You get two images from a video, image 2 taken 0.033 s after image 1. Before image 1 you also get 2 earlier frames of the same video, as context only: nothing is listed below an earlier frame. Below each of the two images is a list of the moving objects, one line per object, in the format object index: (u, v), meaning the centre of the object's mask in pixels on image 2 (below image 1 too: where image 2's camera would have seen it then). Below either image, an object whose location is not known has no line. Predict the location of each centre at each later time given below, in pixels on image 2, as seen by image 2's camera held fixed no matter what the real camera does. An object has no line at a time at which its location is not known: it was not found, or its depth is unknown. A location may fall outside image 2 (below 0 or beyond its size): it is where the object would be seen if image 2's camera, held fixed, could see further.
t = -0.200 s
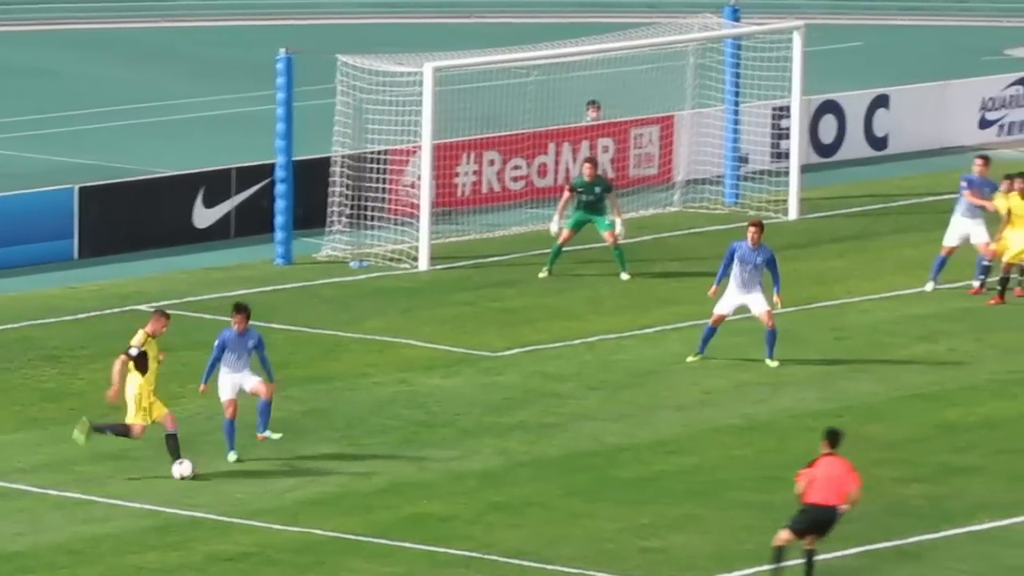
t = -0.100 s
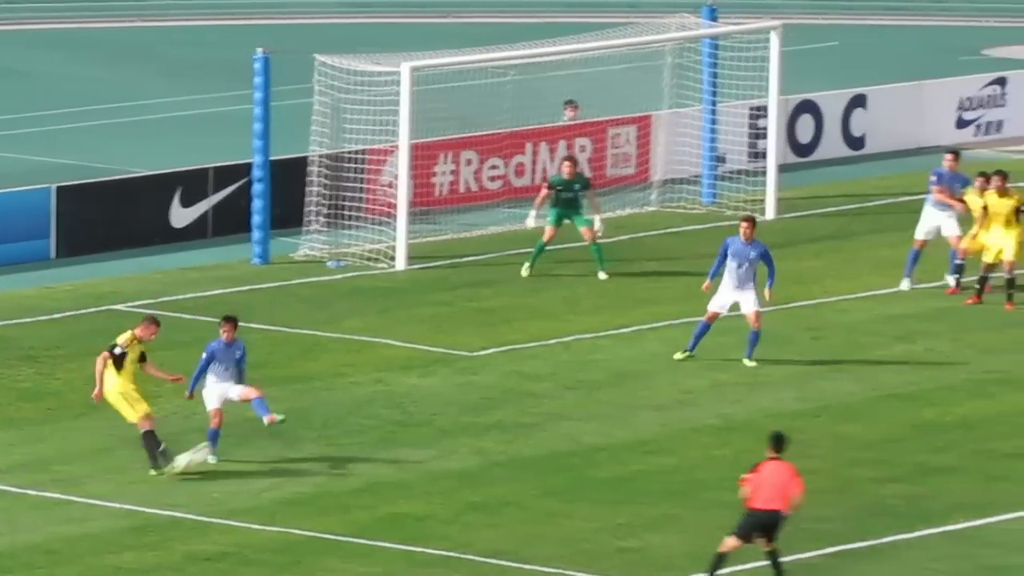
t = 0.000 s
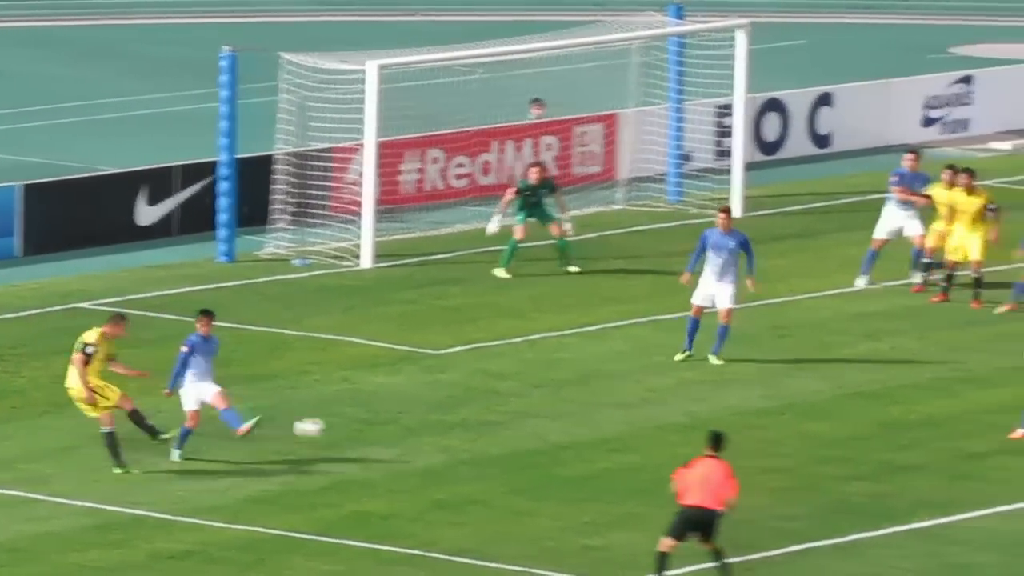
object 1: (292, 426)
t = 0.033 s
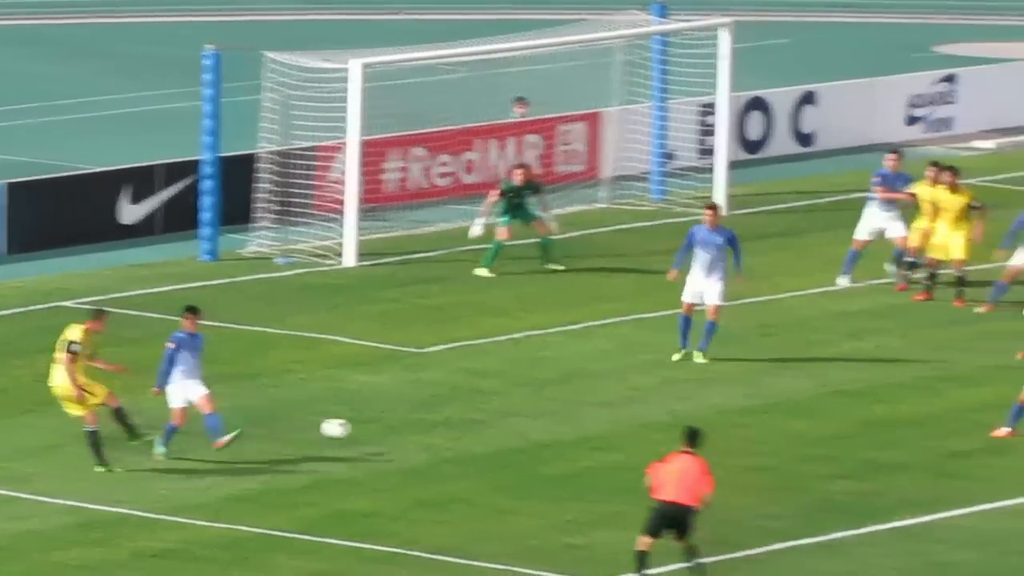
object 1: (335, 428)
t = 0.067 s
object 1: (370, 432)
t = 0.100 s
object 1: (411, 435)
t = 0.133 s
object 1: (451, 425)
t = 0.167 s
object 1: (487, 415)
